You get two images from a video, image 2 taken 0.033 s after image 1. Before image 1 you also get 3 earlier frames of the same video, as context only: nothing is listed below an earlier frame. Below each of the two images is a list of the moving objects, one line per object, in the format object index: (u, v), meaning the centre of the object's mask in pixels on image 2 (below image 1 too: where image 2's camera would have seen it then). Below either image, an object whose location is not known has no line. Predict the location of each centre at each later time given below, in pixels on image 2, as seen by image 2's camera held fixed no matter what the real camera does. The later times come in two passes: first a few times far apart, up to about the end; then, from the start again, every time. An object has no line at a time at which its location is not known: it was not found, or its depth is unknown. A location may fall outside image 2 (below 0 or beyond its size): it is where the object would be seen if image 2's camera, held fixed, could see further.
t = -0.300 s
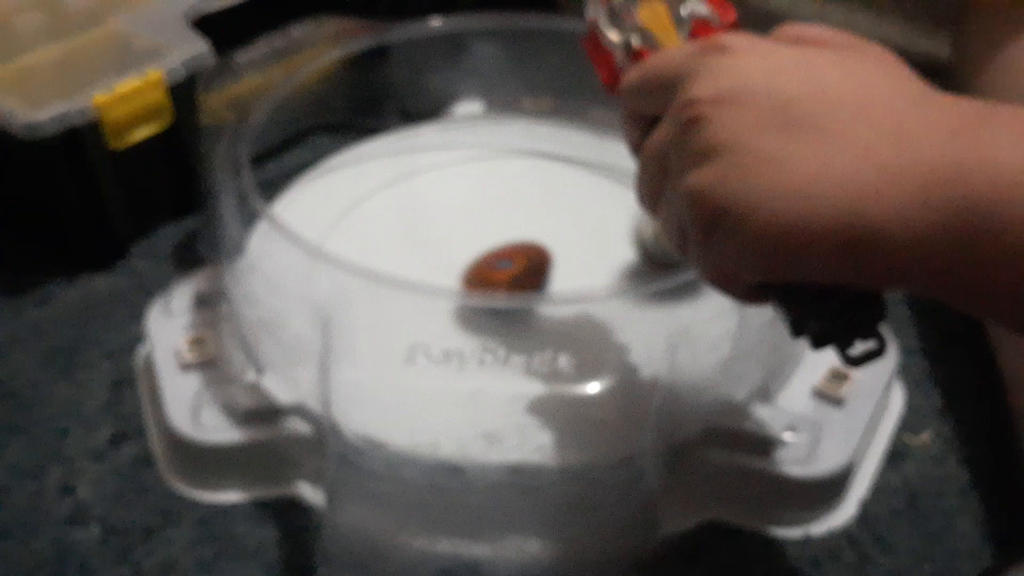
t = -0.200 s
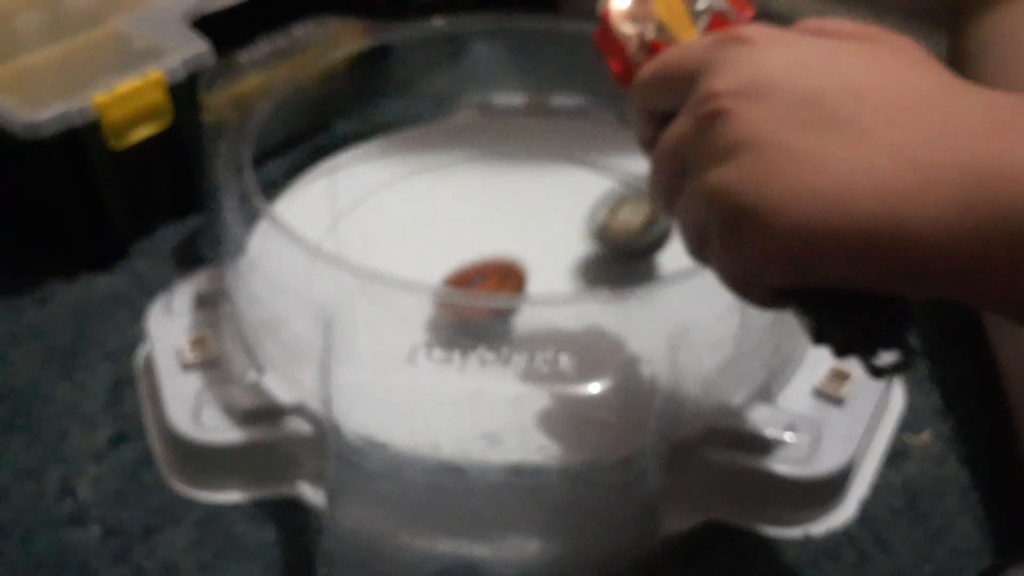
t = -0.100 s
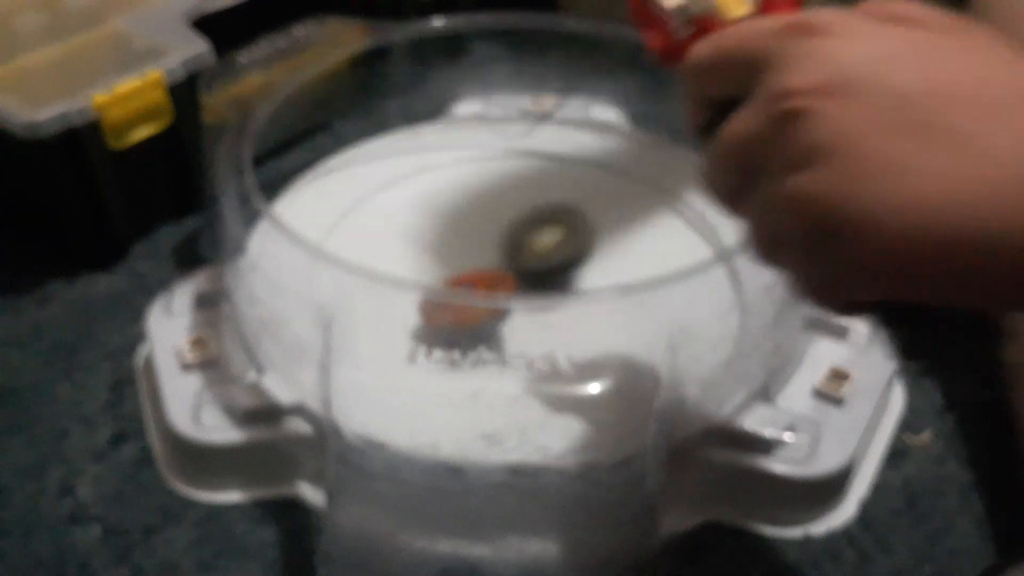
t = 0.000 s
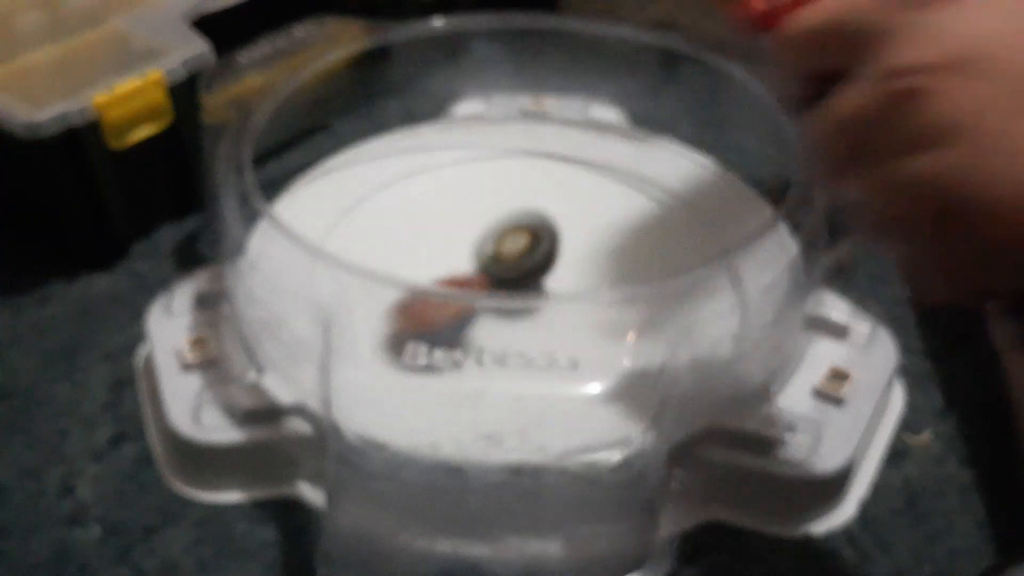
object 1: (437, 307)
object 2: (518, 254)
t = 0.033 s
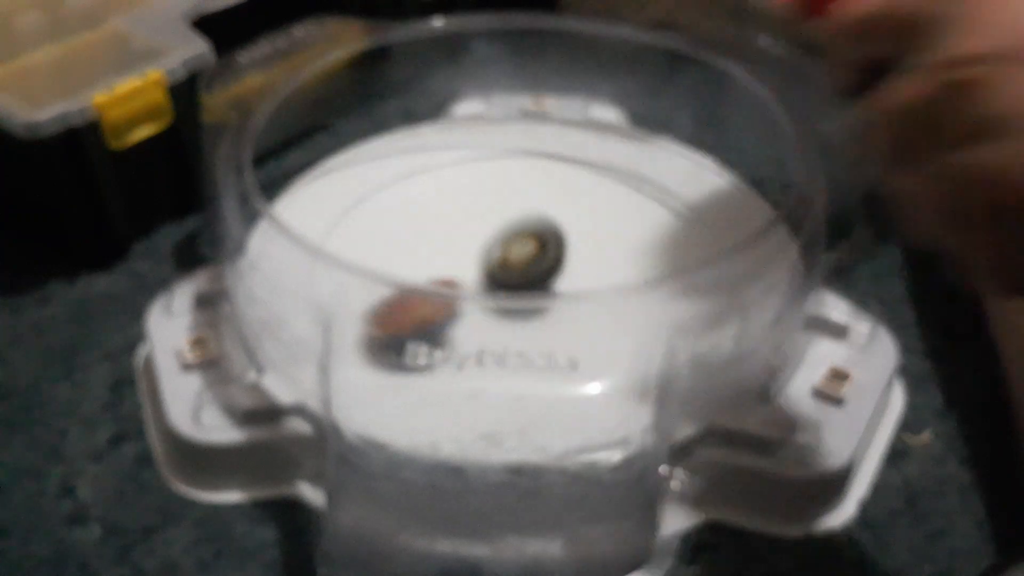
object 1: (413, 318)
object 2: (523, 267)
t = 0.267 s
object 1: (376, 314)
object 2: (566, 298)
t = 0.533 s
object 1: (515, 267)
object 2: (561, 332)
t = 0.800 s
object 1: (567, 225)
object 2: (504, 311)
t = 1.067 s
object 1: (489, 202)
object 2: (425, 309)
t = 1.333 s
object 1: (453, 202)
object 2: (415, 357)
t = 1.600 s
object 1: (479, 252)
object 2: (551, 318)
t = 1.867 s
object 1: (452, 164)
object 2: (667, 326)
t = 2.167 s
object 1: (487, 206)
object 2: (391, 309)
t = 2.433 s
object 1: (602, 291)
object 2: (351, 284)
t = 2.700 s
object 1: (630, 249)
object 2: (513, 261)
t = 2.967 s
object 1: (612, 185)
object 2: (413, 213)
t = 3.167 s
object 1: (465, 201)
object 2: (368, 211)
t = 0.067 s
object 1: (394, 316)
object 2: (530, 269)
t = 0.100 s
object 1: (378, 318)
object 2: (538, 274)
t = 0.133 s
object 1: (368, 322)
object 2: (544, 277)
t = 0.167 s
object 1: (361, 321)
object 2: (551, 283)
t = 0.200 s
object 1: (361, 321)
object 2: (557, 286)
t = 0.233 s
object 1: (366, 320)
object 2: (562, 293)
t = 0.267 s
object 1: (376, 314)
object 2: (566, 298)
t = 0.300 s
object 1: (389, 315)
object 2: (570, 304)
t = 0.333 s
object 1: (405, 310)
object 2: (571, 310)
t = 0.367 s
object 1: (424, 308)
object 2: (572, 315)
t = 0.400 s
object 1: (442, 304)
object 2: (572, 319)
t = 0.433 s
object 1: (465, 289)
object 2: (570, 324)
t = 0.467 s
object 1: (484, 276)
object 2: (568, 326)
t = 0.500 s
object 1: (500, 272)
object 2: (565, 329)
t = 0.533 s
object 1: (515, 267)
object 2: (561, 332)
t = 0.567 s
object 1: (529, 262)
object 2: (555, 335)
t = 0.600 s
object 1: (540, 257)
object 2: (548, 333)
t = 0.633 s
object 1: (554, 246)
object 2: (541, 332)
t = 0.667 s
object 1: (563, 240)
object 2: (534, 332)
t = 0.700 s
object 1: (569, 235)
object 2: (527, 327)
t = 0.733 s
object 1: (572, 229)
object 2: (520, 319)
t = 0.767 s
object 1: (571, 226)
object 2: (513, 315)
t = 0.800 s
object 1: (567, 225)
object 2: (504, 311)
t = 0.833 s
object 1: (560, 221)
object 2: (498, 307)
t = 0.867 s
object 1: (549, 223)
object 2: (491, 301)
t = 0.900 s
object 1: (538, 223)
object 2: (486, 293)
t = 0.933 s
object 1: (523, 223)
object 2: (481, 287)
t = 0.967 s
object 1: (509, 223)
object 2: (473, 284)
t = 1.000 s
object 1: (500, 218)
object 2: (456, 290)
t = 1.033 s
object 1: (495, 209)
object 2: (439, 301)
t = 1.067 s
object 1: (489, 202)
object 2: (425, 309)
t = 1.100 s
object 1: (483, 195)
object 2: (410, 317)
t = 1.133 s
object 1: (478, 192)
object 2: (400, 325)
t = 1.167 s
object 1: (472, 190)
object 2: (393, 331)
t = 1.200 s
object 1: (467, 189)
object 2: (391, 337)
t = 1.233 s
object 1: (462, 190)
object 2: (392, 343)
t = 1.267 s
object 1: (458, 193)
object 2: (396, 348)
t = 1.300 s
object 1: (455, 197)
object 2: (403, 352)
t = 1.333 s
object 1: (453, 202)
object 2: (415, 357)
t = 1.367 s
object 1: (452, 207)
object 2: (429, 359)
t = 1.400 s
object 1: (452, 214)
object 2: (445, 360)
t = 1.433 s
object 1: (453, 221)
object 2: (462, 360)
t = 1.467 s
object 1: (456, 229)
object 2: (481, 358)
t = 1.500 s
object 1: (461, 236)
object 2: (499, 354)
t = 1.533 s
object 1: (465, 243)
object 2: (517, 347)
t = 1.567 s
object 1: (472, 249)
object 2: (534, 336)
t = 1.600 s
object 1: (479, 252)
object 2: (551, 318)
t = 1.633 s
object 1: (487, 255)
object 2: (558, 314)
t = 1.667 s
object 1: (490, 254)
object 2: (574, 309)
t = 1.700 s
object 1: (480, 240)
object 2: (607, 315)
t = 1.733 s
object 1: (473, 222)
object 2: (635, 320)
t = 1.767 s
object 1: (468, 206)
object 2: (656, 326)
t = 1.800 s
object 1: (462, 191)
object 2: (669, 325)
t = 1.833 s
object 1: (457, 176)
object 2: (673, 325)
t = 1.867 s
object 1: (452, 164)
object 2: (667, 326)
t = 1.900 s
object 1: (447, 151)
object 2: (650, 324)
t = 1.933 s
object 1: (445, 144)
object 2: (623, 322)
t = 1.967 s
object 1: (447, 148)
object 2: (592, 323)
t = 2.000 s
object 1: (450, 152)
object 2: (555, 324)
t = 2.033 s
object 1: (454, 161)
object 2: (521, 316)
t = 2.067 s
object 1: (460, 170)
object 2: (485, 315)
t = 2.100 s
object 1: (468, 181)
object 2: (452, 312)
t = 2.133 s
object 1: (477, 193)
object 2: (418, 313)
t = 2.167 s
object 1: (487, 206)
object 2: (391, 309)
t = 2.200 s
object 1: (499, 220)
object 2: (367, 306)
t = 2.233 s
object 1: (512, 233)
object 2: (352, 302)
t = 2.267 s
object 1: (526, 247)
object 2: (342, 295)
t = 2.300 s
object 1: (541, 256)
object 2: (334, 292)
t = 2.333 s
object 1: (555, 261)
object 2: (332, 289)
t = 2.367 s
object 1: (569, 266)
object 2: (334, 286)
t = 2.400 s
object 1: (586, 286)
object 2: (341, 284)
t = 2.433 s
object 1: (602, 291)
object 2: (351, 284)
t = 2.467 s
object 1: (617, 294)
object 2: (366, 284)
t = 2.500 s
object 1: (629, 294)
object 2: (383, 283)
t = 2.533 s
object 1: (639, 292)
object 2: (402, 282)
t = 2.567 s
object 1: (645, 287)
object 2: (425, 279)
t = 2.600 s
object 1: (648, 281)
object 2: (446, 278)
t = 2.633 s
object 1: (646, 274)
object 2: (472, 261)
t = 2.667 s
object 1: (637, 254)
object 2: (493, 263)
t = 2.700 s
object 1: (630, 249)
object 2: (513, 261)
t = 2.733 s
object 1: (625, 239)
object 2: (523, 258)
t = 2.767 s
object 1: (644, 220)
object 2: (507, 252)
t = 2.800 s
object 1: (659, 208)
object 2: (489, 246)
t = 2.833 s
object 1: (665, 196)
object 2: (471, 238)
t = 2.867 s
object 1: (659, 178)
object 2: (454, 230)
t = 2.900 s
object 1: (650, 180)
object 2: (439, 223)
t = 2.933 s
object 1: (635, 183)
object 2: (425, 217)
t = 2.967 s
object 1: (612, 185)
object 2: (413, 213)
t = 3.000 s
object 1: (586, 188)
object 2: (402, 209)
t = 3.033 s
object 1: (558, 189)
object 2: (393, 207)
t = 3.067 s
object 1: (532, 193)
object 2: (385, 206)
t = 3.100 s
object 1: (505, 194)
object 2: (379, 207)
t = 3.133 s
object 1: (481, 197)
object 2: (376, 209)
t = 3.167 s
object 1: (465, 201)
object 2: (368, 211)
